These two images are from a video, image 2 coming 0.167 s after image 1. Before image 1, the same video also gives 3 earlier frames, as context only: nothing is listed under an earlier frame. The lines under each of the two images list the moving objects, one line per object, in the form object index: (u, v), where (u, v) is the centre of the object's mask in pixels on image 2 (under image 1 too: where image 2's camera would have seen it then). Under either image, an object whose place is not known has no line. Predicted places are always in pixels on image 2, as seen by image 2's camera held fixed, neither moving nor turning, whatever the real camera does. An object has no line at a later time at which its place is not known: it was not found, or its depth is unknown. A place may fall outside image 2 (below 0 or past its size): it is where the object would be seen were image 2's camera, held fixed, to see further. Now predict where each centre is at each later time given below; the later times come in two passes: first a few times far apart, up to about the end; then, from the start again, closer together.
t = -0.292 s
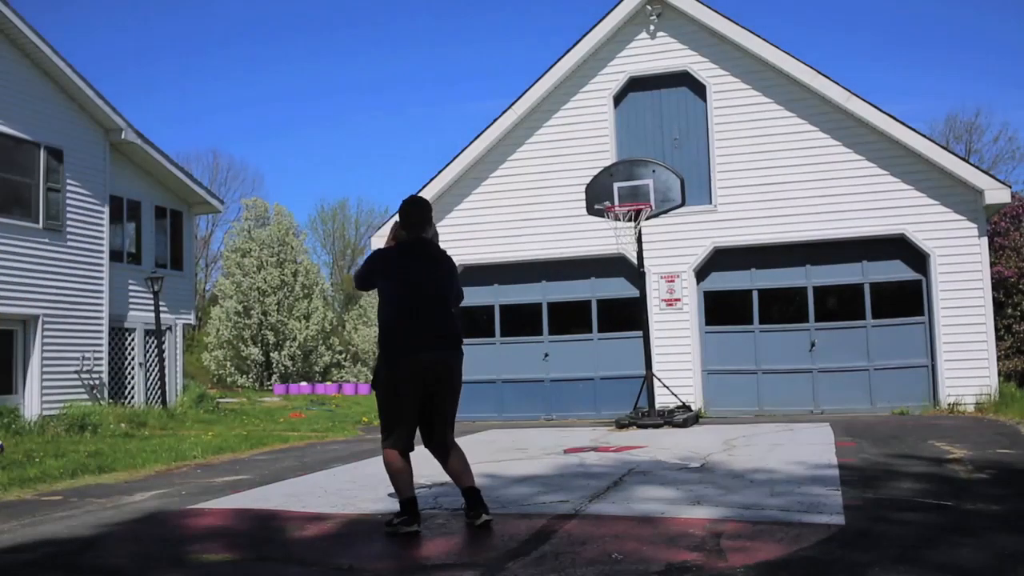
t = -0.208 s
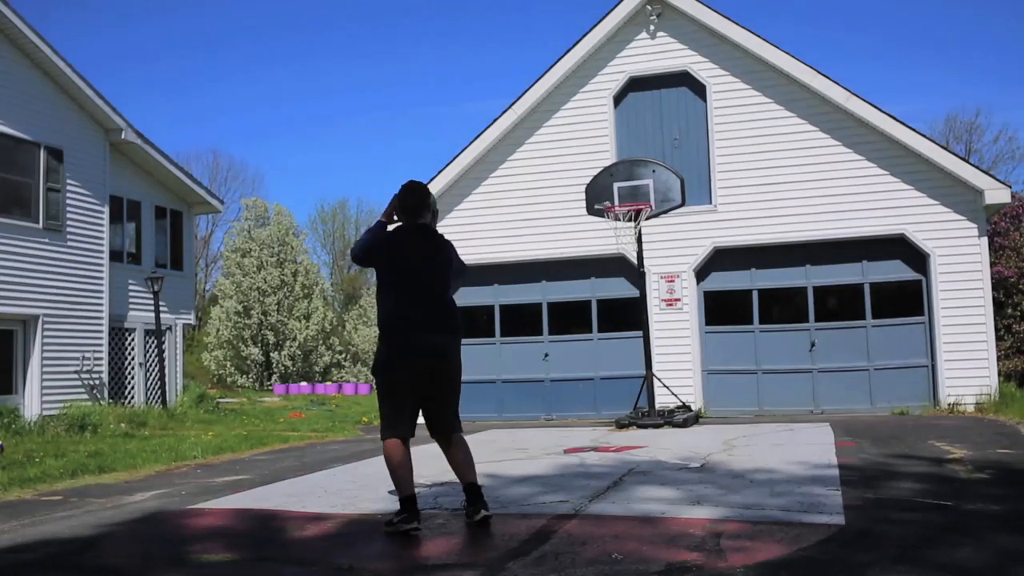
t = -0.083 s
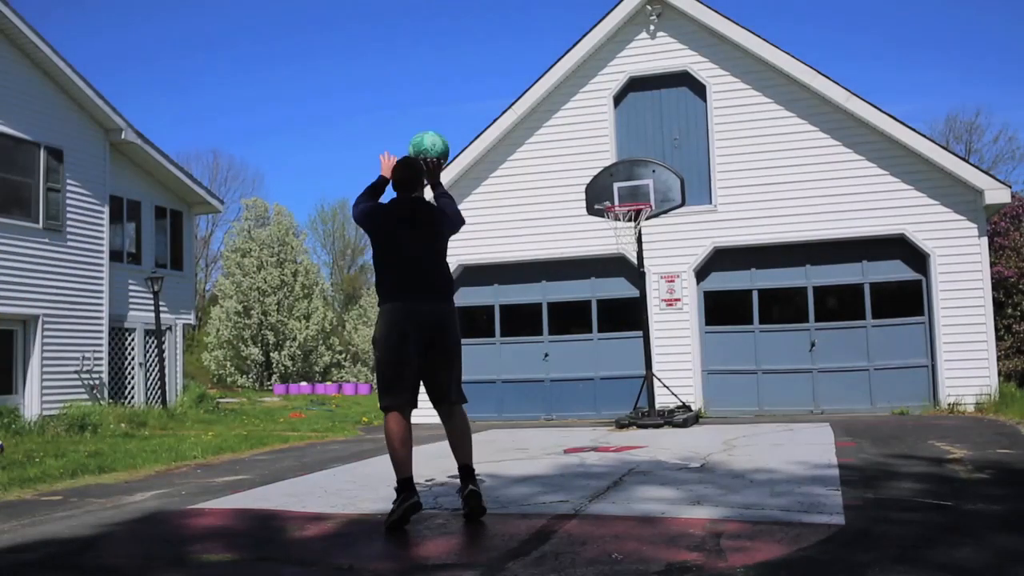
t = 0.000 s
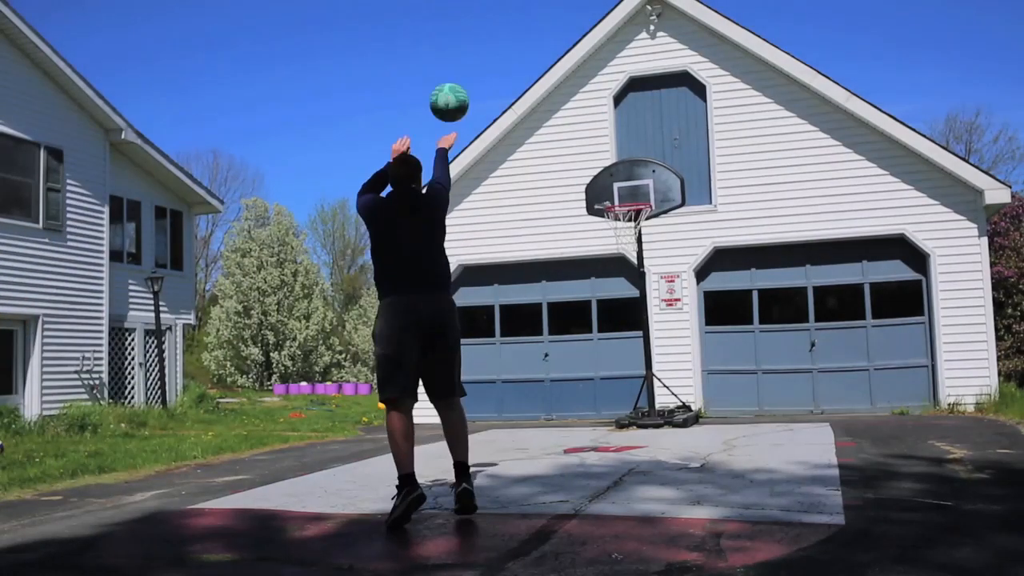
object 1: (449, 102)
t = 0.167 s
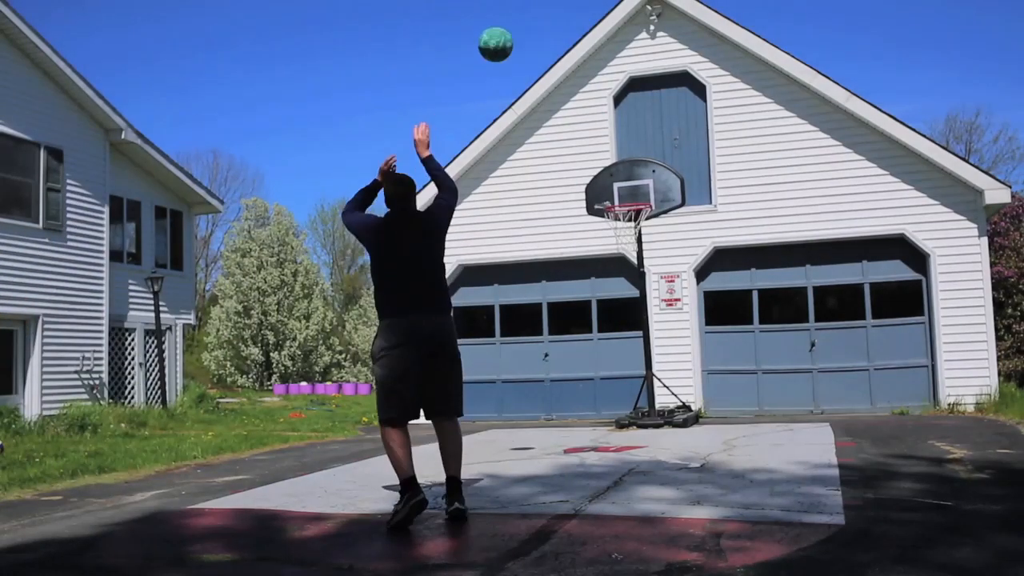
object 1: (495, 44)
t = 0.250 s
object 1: (515, 34)
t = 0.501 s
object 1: (561, 53)
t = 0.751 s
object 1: (595, 132)
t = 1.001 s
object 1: (627, 209)
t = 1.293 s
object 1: (631, 190)
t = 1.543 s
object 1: (621, 193)
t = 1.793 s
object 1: (616, 207)
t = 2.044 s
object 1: (621, 254)
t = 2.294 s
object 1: (634, 344)
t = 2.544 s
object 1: (646, 391)
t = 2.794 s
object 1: (657, 367)
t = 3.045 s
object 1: (670, 404)
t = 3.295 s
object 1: (657, 405)
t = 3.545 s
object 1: (608, 427)
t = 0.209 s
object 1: (505, 38)
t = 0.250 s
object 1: (515, 34)
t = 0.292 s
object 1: (523, 32)
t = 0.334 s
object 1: (532, 32)
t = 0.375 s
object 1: (539, 35)
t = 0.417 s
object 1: (547, 39)
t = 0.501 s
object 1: (561, 53)
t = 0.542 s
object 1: (567, 63)
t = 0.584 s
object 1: (573, 74)
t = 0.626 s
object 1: (579, 86)
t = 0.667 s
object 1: (585, 100)
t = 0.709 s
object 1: (590, 115)
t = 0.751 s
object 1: (595, 132)
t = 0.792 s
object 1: (601, 149)
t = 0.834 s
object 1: (606, 166)
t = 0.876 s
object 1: (610, 185)
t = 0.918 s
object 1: (615, 197)
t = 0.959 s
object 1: (620, 205)
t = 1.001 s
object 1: (627, 209)
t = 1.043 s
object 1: (630, 205)
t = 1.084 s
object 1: (634, 196)
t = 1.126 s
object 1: (637, 194)
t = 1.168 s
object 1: (637, 193)
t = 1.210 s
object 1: (635, 192)
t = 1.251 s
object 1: (633, 189)
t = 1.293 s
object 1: (631, 190)
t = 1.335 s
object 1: (628, 193)
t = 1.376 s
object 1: (626, 192)
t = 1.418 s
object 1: (625, 192)
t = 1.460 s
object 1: (624, 193)
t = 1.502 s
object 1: (622, 192)
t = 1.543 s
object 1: (621, 193)
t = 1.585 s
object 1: (620, 194)
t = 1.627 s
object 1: (618, 194)
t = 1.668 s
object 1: (617, 195)
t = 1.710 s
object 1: (617, 197)
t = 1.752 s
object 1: (616, 198)
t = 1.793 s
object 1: (616, 207)
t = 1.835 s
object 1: (615, 212)
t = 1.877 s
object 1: (615, 219)
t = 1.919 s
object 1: (616, 228)
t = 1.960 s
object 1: (617, 236)
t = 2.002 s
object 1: (619, 243)
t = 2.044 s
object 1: (621, 254)
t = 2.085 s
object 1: (623, 265)
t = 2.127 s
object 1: (625, 277)
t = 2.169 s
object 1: (627, 292)
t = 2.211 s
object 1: (629, 308)
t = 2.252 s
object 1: (631, 325)
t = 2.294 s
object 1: (634, 344)
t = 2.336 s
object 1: (636, 365)
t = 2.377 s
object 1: (639, 387)
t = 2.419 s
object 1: (641, 413)
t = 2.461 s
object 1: (643, 414)
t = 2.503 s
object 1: (645, 402)
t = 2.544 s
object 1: (646, 391)
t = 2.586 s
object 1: (648, 383)
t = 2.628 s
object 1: (649, 376)
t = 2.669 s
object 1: (651, 371)
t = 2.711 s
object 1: (653, 368)
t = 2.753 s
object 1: (655, 366)
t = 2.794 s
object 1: (657, 367)
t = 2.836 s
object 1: (658, 369)
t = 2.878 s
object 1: (661, 372)
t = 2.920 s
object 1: (663, 377)
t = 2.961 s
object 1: (665, 384)
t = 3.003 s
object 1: (667, 393)
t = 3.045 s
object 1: (670, 404)
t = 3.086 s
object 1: (671, 412)
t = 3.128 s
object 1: (669, 408)
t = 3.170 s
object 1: (666, 405)
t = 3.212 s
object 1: (663, 403)
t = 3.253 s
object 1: (659, 403)
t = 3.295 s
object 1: (657, 405)
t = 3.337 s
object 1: (648, 420)
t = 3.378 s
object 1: (640, 416)
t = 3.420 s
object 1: (632, 423)
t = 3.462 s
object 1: (625, 422)
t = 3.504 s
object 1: (617, 425)
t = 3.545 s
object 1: (608, 427)
